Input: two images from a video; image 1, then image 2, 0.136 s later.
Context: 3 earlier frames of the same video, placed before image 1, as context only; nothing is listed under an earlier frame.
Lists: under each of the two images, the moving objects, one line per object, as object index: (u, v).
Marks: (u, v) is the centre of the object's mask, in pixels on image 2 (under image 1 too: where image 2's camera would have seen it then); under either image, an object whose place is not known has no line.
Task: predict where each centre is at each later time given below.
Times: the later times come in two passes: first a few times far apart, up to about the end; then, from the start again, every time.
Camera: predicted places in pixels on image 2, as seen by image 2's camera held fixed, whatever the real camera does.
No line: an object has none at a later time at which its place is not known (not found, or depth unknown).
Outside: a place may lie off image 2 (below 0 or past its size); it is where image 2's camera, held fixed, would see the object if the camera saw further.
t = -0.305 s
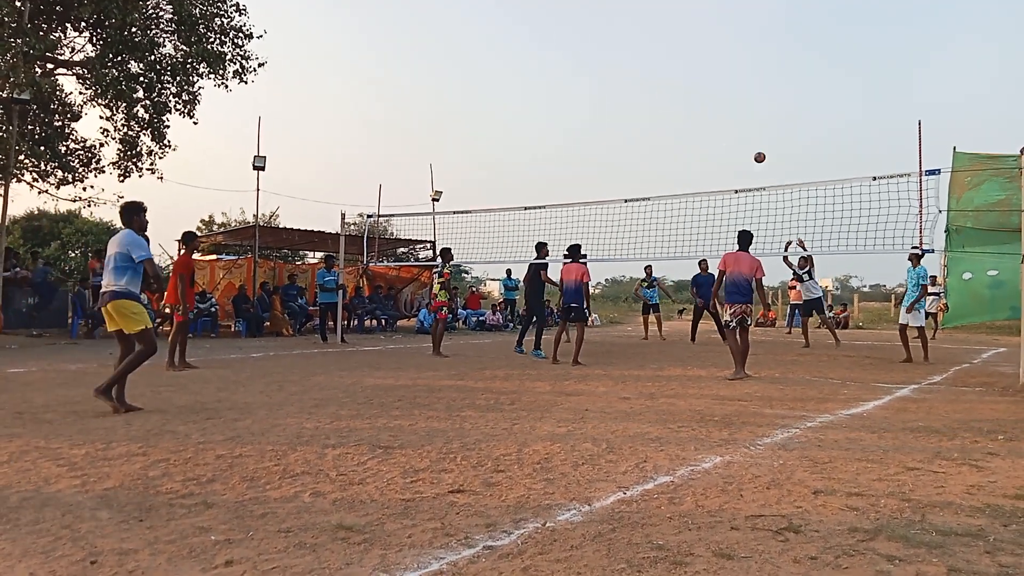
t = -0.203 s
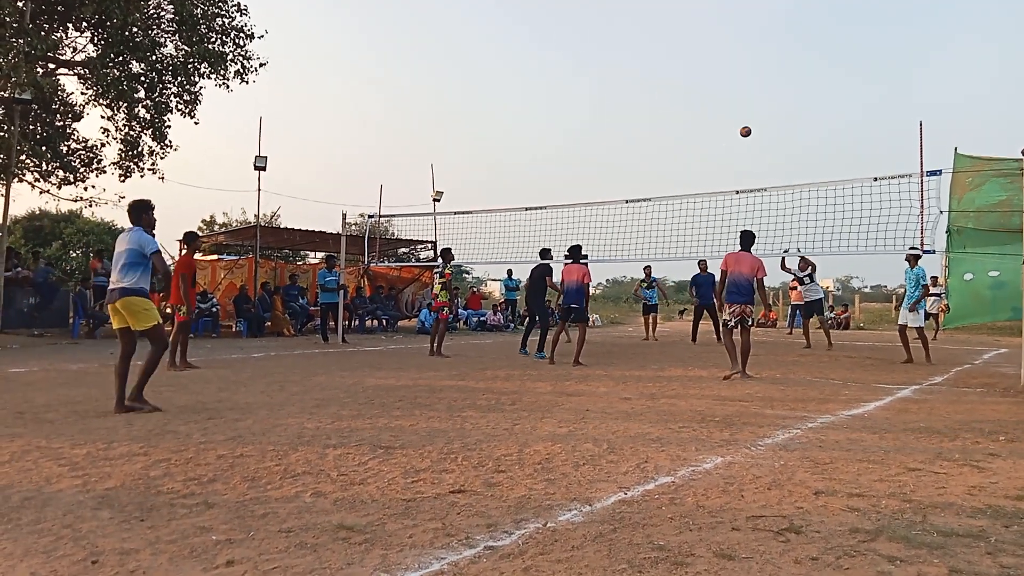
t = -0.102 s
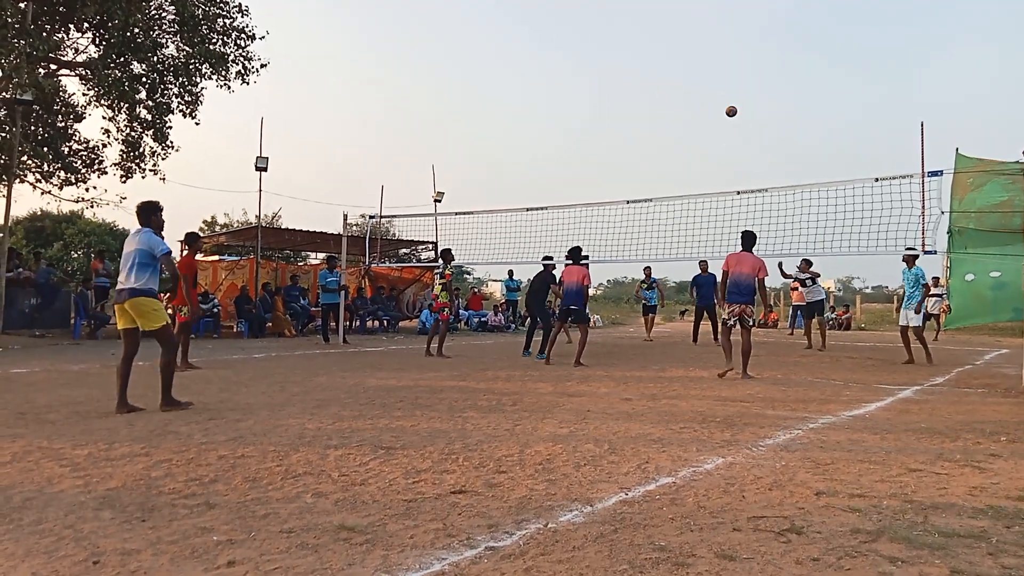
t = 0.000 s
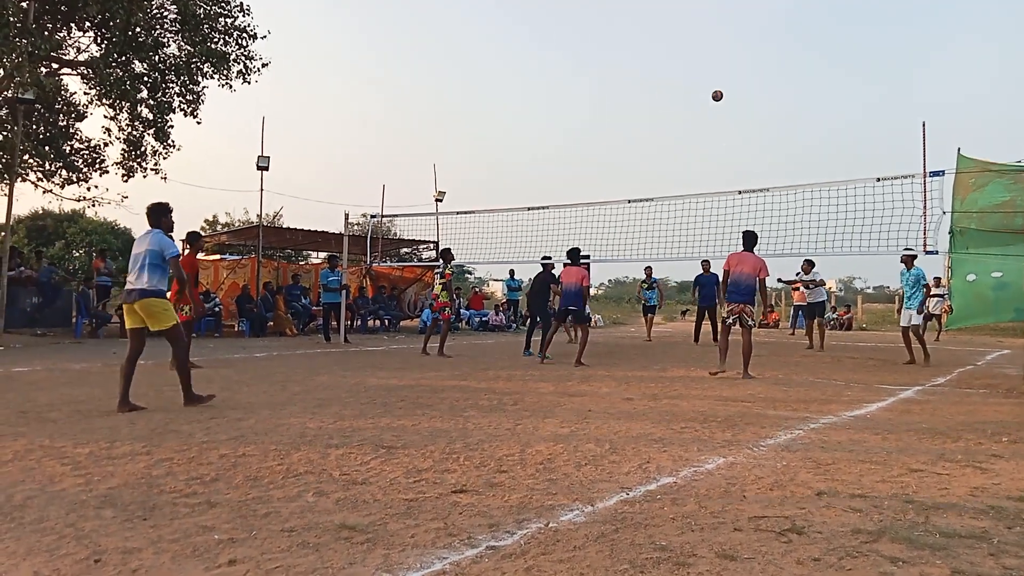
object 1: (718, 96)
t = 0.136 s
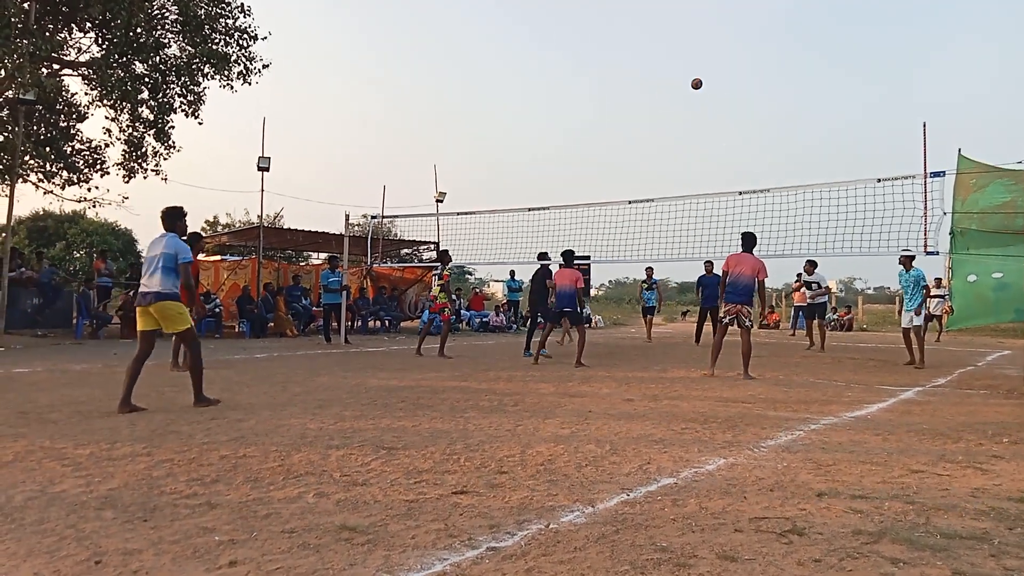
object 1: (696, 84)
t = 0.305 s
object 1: (670, 82)
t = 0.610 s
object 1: (620, 116)
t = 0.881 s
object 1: (573, 188)
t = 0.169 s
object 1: (691, 82)
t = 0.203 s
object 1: (686, 81)
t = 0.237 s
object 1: (681, 80)
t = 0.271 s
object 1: (675, 81)
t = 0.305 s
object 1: (670, 82)
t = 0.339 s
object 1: (664, 83)
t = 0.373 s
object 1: (658, 85)
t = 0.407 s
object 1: (653, 88)
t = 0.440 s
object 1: (648, 91)
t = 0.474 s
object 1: (642, 95)
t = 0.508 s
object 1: (636, 99)
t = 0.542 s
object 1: (631, 104)
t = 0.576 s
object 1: (625, 110)
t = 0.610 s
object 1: (620, 116)
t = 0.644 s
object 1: (614, 123)
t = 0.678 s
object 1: (608, 130)
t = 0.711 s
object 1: (602, 138)
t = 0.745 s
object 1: (596, 147)
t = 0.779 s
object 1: (590, 156)
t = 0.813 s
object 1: (585, 166)
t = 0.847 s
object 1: (579, 177)
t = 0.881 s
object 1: (573, 188)
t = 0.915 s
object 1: (567, 200)
